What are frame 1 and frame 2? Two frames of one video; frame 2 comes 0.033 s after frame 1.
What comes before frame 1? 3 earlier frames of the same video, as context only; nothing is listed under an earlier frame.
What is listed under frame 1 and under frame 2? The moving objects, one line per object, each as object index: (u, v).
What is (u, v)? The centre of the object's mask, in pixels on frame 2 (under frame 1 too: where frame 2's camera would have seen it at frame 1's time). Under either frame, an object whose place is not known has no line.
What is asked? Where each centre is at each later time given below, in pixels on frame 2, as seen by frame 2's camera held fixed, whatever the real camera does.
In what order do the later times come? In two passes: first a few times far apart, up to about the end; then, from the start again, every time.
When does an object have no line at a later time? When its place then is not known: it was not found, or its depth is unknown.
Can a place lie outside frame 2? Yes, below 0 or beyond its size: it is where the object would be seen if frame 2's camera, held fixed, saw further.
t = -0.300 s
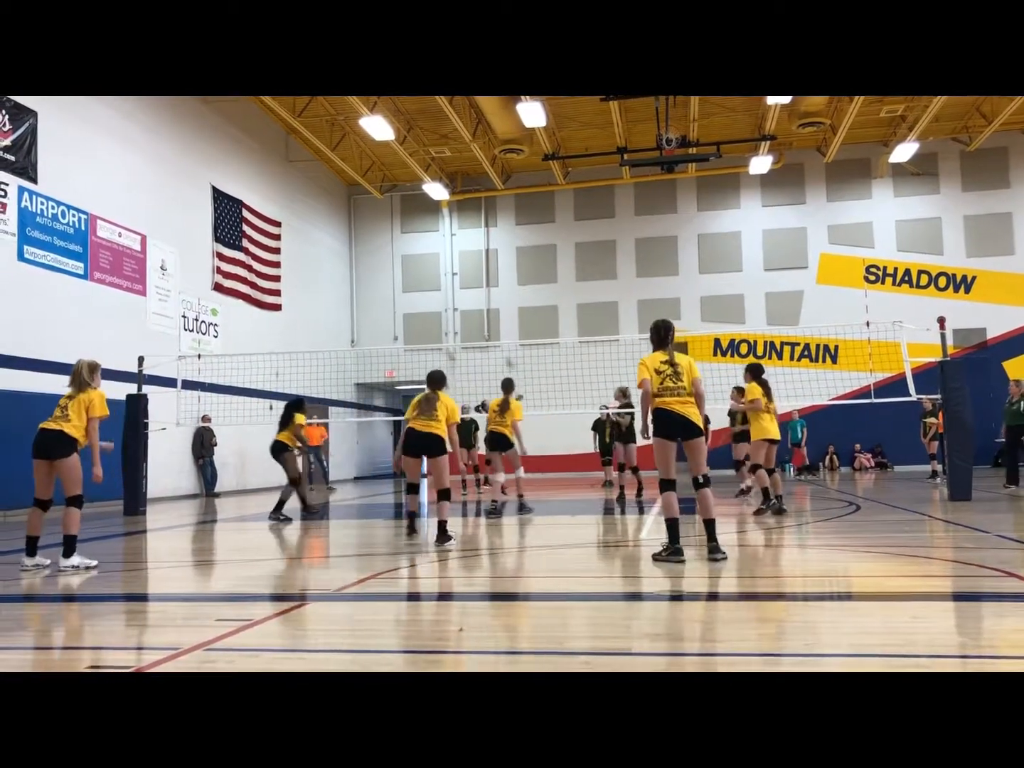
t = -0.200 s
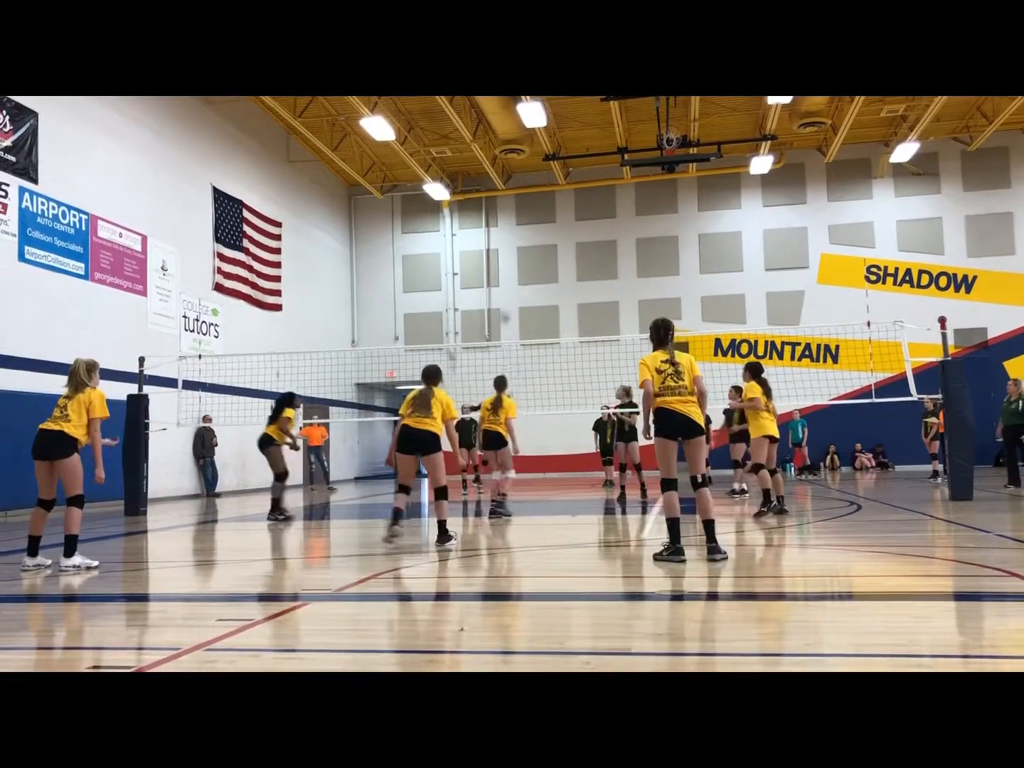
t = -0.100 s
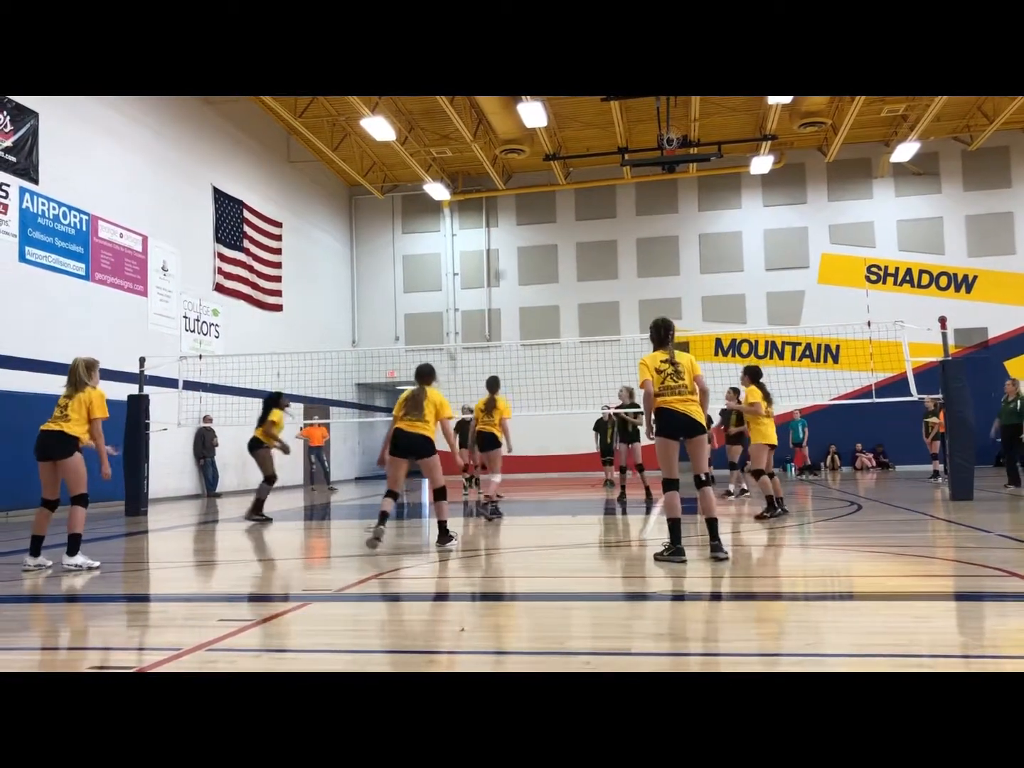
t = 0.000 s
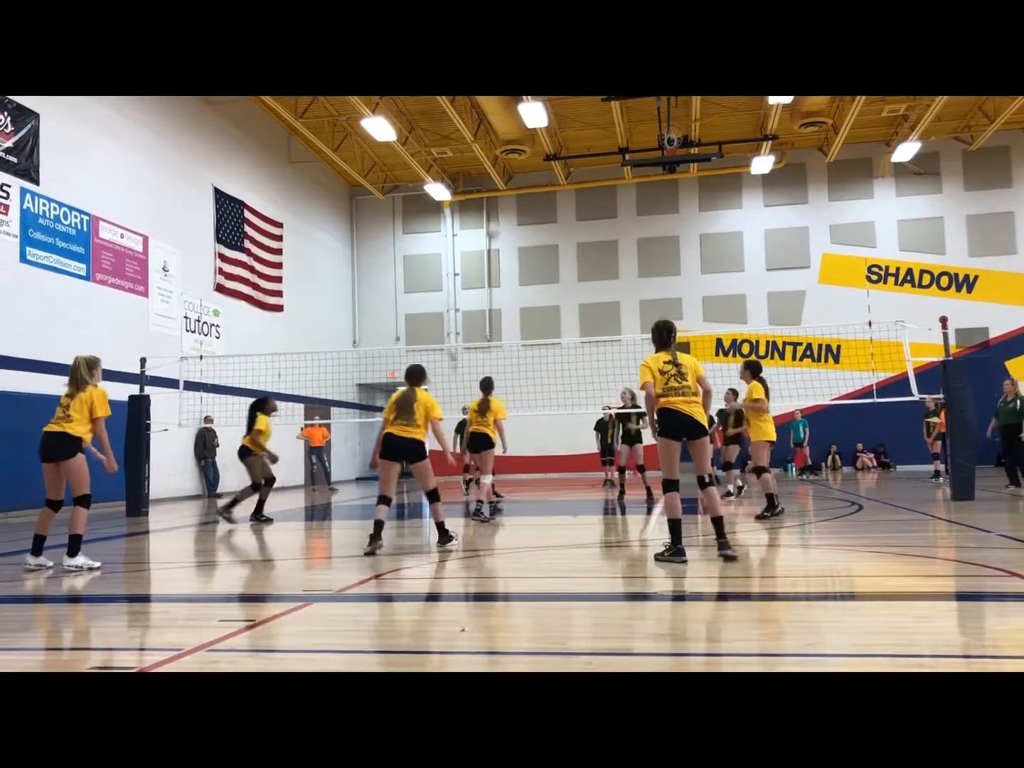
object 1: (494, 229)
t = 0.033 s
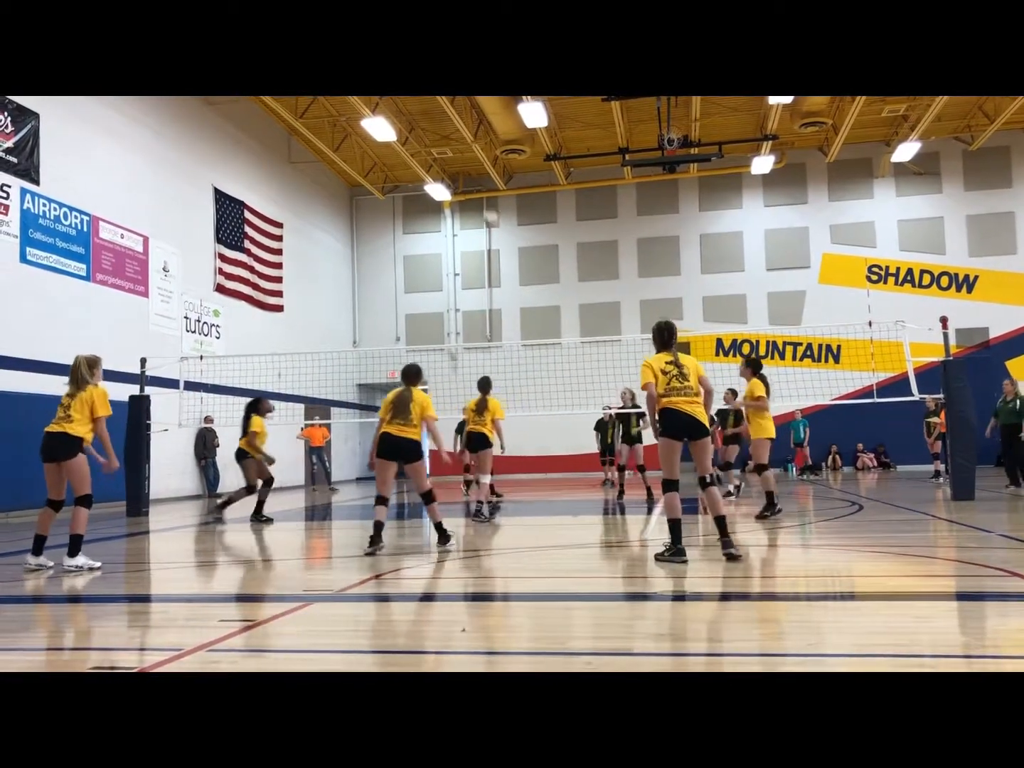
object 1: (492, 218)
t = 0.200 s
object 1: (478, 165)
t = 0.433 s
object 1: (459, 116)
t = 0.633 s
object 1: (441, 107)
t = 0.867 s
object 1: (417, 143)
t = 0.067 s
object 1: (489, 207)
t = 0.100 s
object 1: (486, 195)
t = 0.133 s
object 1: (483, 184)
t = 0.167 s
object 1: (481, 174)
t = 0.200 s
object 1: (478, 165)
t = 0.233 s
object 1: (475, 155)
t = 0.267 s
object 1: (473, 147)
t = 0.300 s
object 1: (471, 139)
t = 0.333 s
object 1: (468, 132)
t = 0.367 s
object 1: (465, 126)
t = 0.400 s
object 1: (462, 121)
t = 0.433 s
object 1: (459, 116)
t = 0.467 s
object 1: (456, 113)
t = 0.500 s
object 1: (453, 109)
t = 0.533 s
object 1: (450, 107)
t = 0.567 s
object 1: (447, 106)
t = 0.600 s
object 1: (444, 106)
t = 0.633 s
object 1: (441, 107)
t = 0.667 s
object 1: (437, 108)
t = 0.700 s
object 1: (434, 111)
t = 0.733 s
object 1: (430, 115)
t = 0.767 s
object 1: (427, 121)
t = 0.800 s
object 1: (424, 127)
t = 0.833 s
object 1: (420, 135)
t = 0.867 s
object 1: (417, 143)
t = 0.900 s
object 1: (414, 155)
